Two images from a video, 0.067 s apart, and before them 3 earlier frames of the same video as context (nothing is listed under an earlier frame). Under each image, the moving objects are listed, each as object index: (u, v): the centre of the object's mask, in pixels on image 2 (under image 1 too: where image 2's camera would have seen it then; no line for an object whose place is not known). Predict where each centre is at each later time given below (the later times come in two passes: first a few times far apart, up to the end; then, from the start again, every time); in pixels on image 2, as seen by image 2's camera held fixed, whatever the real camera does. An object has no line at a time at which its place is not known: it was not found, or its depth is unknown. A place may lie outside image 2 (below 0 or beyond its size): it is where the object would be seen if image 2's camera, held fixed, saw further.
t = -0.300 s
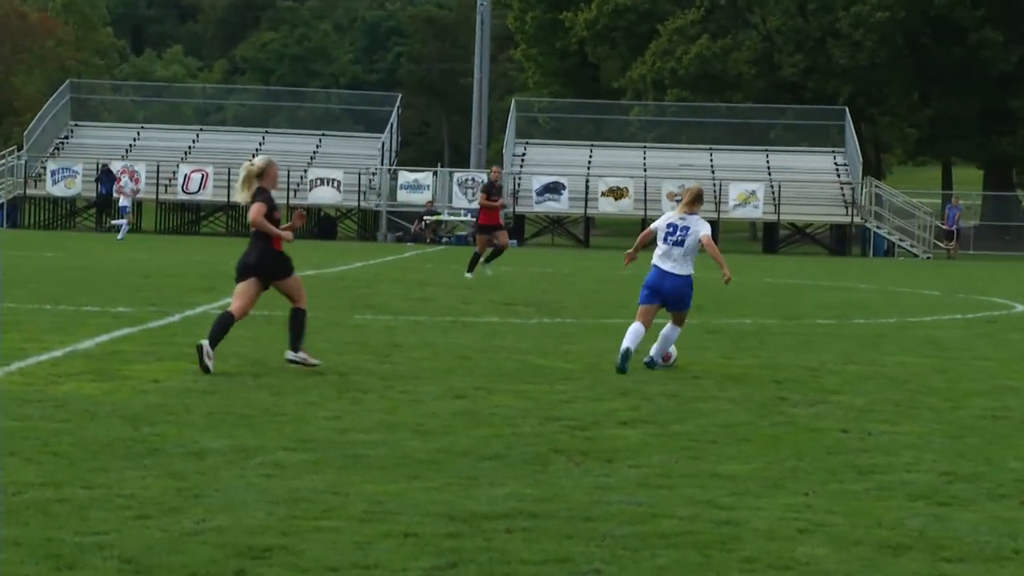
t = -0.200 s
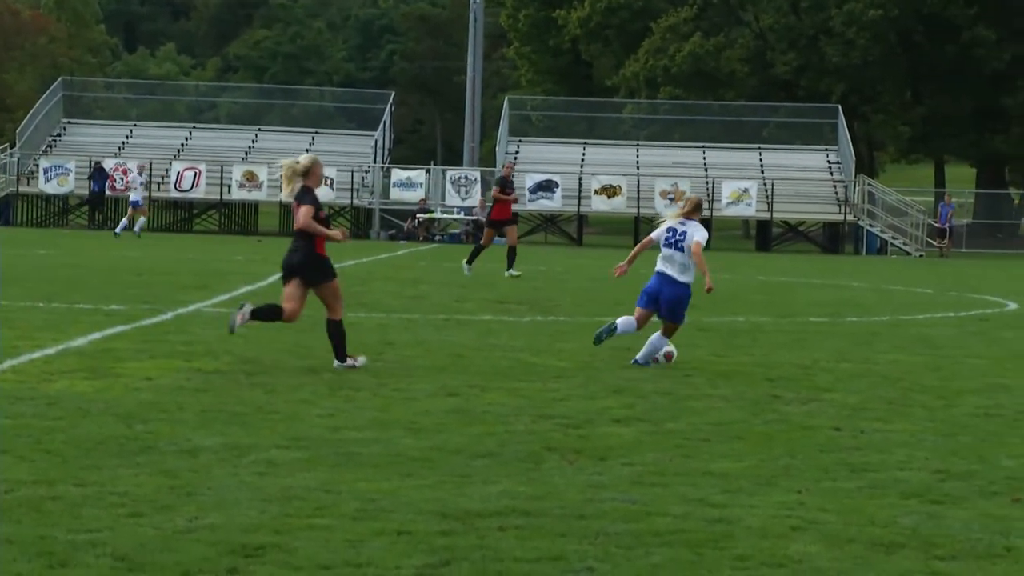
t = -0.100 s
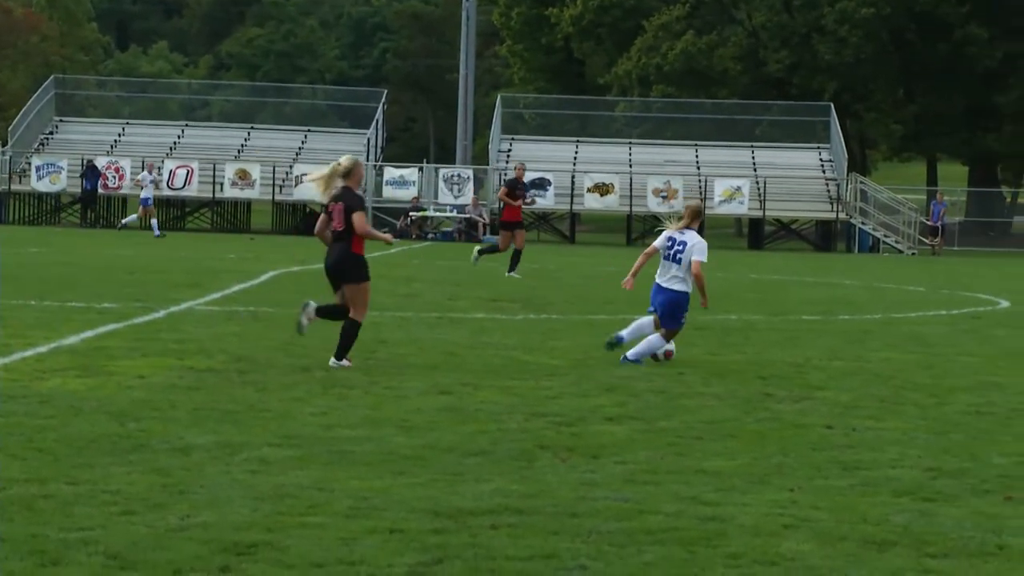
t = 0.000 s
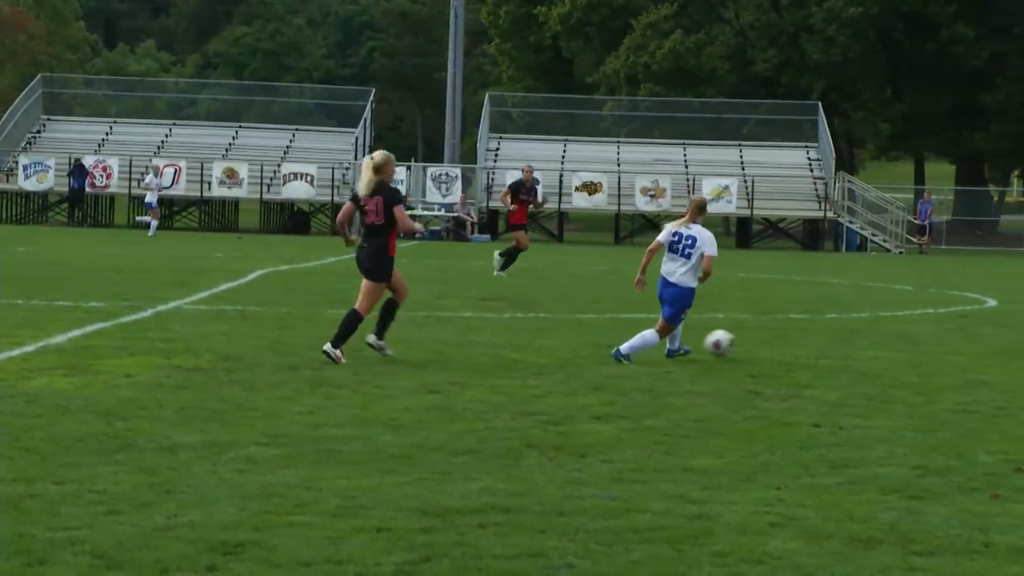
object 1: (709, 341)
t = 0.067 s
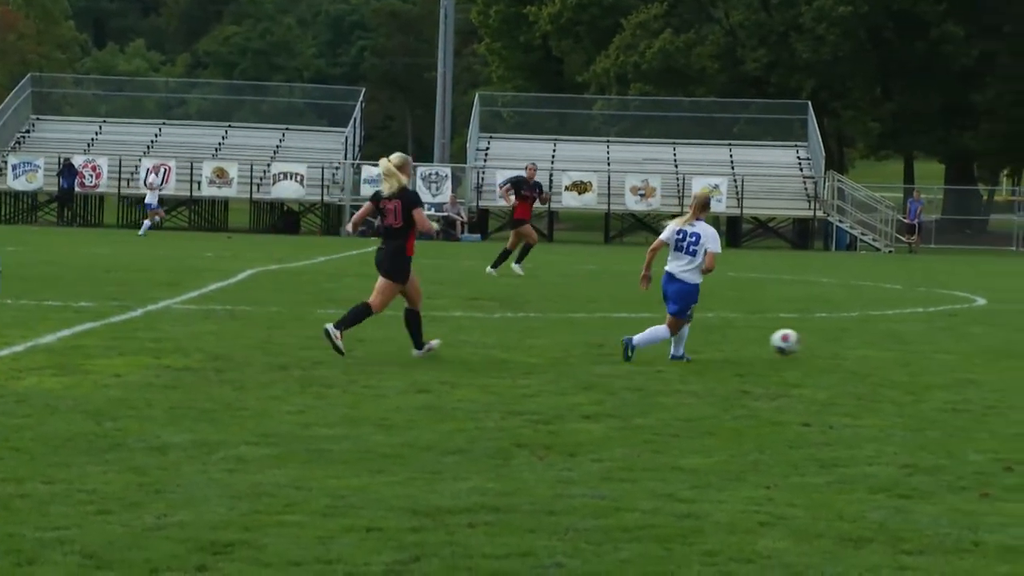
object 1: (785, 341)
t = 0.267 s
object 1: (979, 344)
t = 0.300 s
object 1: (1006, 343)
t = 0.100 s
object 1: (823, 343)
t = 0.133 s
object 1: (859, 347)
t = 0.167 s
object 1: (895, 349)
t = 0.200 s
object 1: (925, 348)
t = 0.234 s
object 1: (952, 345)
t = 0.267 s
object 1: (979, 344)
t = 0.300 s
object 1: (1006, 343)
